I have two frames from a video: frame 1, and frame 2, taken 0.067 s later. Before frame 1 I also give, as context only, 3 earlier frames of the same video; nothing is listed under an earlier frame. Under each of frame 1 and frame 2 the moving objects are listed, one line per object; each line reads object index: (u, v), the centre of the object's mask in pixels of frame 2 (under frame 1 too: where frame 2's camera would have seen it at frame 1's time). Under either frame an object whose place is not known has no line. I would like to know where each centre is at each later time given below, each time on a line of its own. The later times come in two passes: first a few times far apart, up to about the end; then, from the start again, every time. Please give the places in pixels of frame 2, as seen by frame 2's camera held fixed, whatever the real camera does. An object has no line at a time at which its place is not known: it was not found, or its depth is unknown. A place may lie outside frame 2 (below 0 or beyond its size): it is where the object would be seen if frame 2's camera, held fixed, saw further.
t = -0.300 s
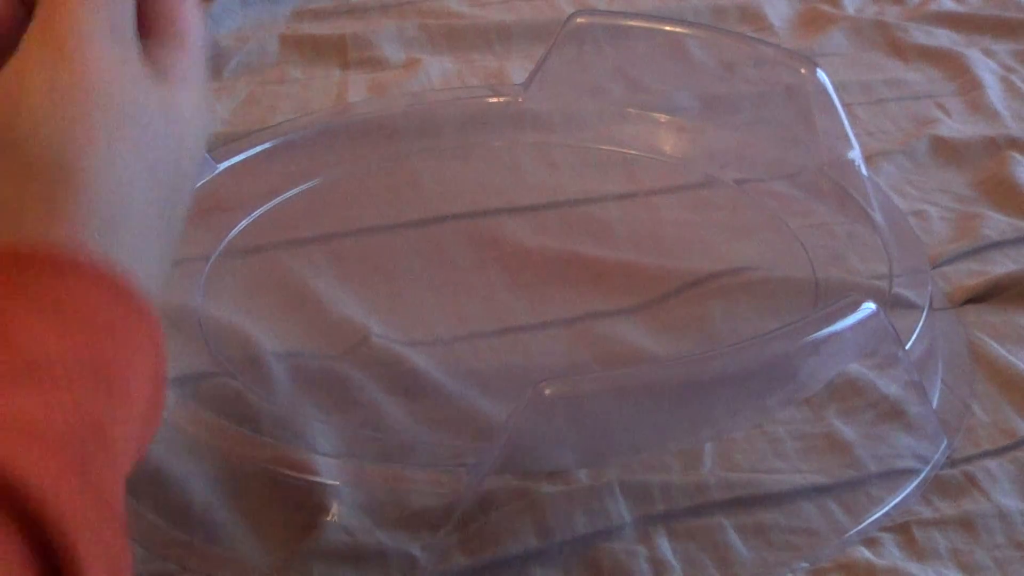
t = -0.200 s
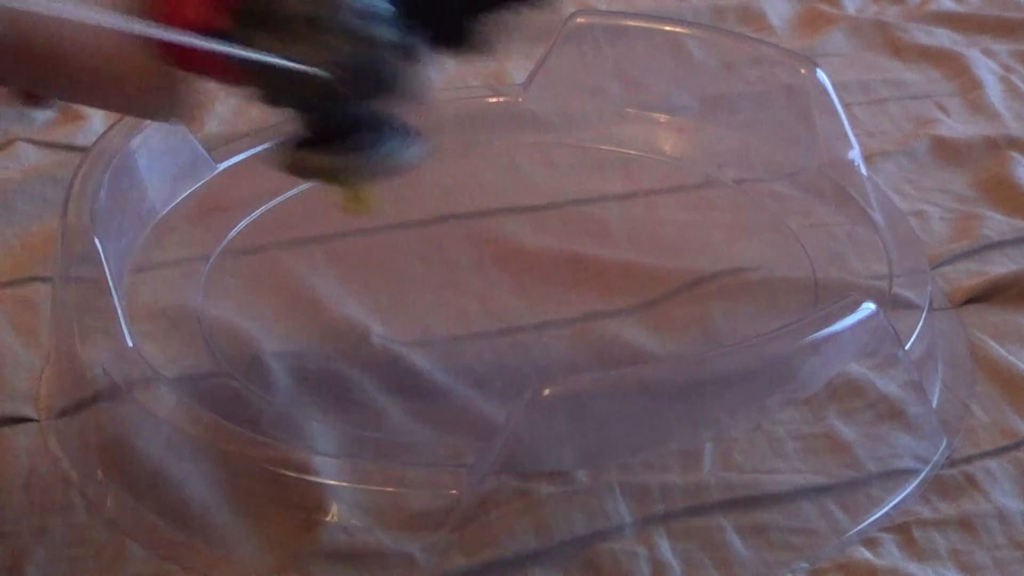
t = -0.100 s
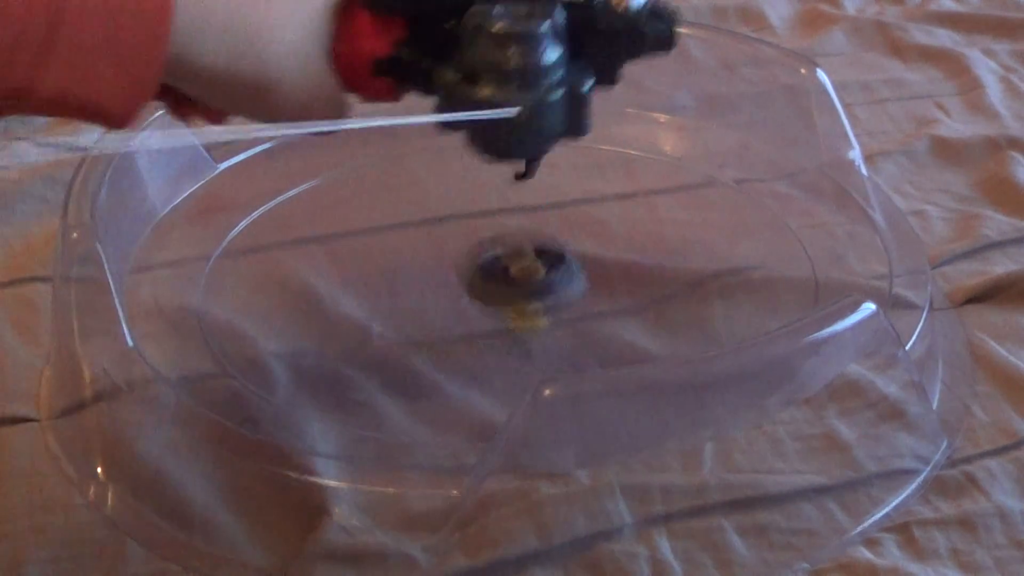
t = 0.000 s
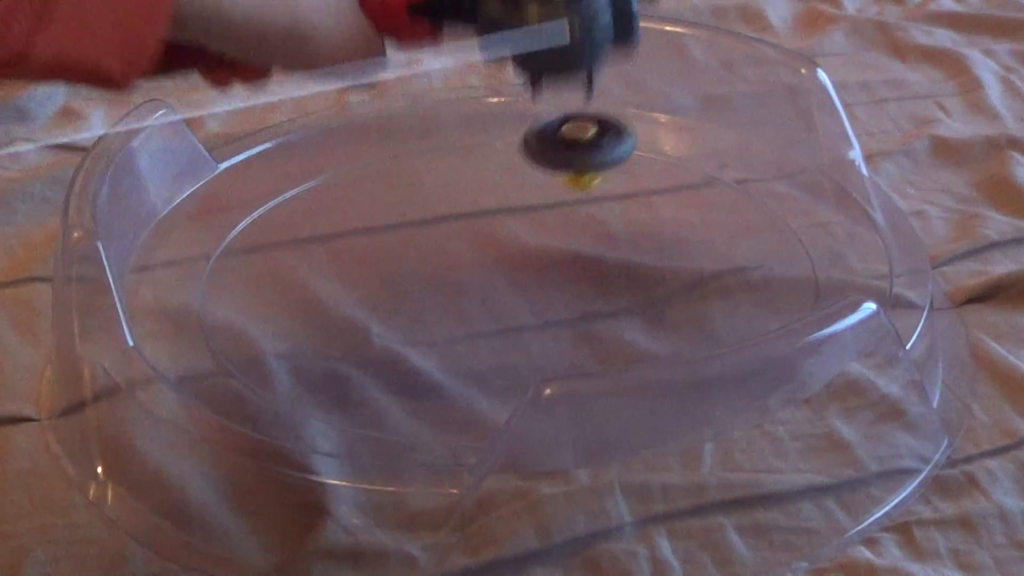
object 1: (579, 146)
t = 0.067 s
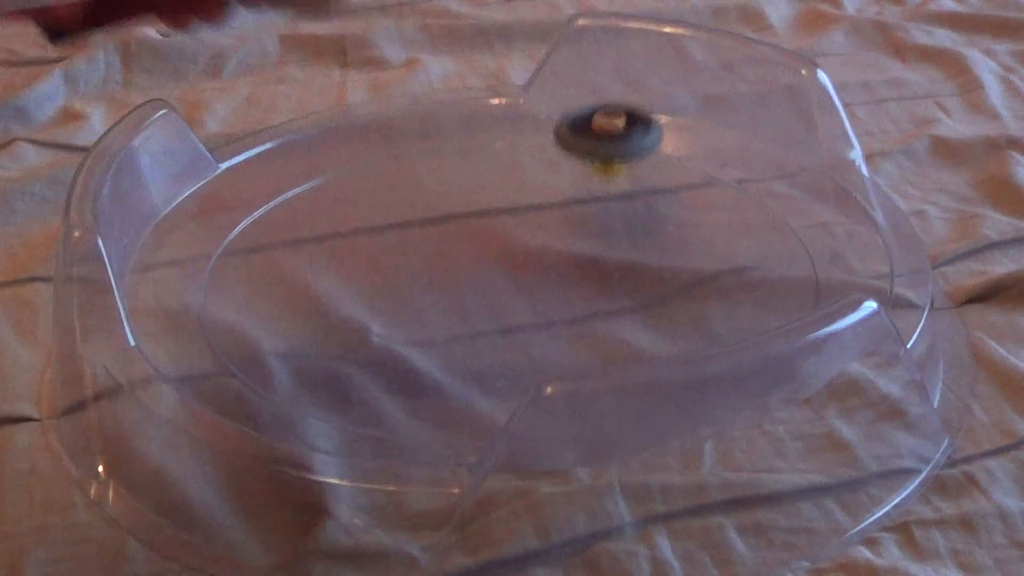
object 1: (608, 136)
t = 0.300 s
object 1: (533, 145)
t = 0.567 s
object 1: (434, 263)
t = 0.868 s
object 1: (565, 307)
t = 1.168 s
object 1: (598, 272)
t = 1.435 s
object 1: (545, 279)
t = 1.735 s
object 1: (549, 298)
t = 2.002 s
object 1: (546, 301)
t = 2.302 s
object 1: (541, 303)
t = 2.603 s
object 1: (524, 306)
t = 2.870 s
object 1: (504, 309)
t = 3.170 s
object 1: (495, 305)
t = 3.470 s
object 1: (478, 300)
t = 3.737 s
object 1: (482, 299)
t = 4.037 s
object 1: (476, 285)
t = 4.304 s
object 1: (477, 279)
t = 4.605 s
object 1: (479, 278)
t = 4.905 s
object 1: (501, 275)
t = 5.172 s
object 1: (516, 270)
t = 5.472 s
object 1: (532, 270)
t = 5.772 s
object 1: (540, 274)
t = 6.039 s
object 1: (551, 279)
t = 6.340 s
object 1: (549, 286)
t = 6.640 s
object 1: (542, 294)
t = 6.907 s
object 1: (537, 297)
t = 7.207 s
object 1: (534, 299)
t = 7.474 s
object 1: (523, 299)
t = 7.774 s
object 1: (506, 301)
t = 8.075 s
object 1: (491, 300)
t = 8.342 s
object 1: (488, 298)
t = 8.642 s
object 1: (486, 291)
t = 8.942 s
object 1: (491, 284)
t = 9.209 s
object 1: (491, 283)
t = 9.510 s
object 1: (500, 280)
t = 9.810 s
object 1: (518, 275)
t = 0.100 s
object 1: (607, 117)
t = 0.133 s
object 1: (601, 111)
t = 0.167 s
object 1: (590, 110)
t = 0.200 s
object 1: (576, 116)
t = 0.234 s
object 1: (561, 126)
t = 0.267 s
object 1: (547, 135)
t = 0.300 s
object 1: (533, 145)
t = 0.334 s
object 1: (517, 158)
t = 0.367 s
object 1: (498, 172)
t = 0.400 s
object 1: (480, 188)
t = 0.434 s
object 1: (462, 203)
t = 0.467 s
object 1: (448, 219)
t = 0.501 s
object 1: (438, 235)
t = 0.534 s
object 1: (433, 250)
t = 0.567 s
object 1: (434, 263)
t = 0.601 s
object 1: (438, 274)
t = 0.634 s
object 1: (447, 285)
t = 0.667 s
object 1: (459, 293)
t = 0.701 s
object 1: (474, 300)
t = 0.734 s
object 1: (491, 306)
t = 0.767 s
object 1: (510, 309)
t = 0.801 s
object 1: (529, 311)
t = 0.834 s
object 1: (548, 309)
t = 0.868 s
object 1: (565, 307)
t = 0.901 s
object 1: (581, 304)
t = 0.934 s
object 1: (594, 299)
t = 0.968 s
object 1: (604, 294)
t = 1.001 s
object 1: (610, 288)
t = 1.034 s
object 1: (612, 284)
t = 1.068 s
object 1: (611, 280)
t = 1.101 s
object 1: (608, 277)
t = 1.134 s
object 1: (604, 274)
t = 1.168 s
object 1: (598, 272)
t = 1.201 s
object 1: (591, 270)
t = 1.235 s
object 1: (584, 269)
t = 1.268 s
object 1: (576, 269)
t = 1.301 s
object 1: (567, 270)
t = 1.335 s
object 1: (559, 271)
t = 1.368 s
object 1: (553, 274)
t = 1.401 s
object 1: (548, 276)
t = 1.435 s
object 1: (545, 279)
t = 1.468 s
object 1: (544, 282)
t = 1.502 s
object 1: (543, 285)
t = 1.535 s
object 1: (544, 288)
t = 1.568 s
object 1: (546, 291)
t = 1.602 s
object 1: (547, 293)
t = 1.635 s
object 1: (548, 294)
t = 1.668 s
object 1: (549, 296)
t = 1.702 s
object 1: (549, 296)
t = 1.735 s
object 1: (549, 298)
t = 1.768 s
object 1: (549, 298)
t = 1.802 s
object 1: (549, 299)
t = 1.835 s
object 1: (548, 299)
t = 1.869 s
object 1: (547, 299)
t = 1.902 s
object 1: (547, 300)
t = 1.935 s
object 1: (547, 300)
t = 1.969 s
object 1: (546, 301)
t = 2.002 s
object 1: (546, 301)
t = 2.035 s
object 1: (546, 302)
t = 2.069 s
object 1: (545, 302)
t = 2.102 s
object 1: (545, 302)
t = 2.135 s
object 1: (544, 303)
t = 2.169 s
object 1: (544, 303)
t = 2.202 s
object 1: (544, 303)
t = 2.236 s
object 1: (543, 303)
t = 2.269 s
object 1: (542, 302)
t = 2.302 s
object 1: (541, 303)
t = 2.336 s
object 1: (539, 303)
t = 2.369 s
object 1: (537, 304)
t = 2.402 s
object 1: (536, 304)
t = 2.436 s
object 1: (534, 305)
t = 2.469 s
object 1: (533, 305)
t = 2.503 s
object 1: (531, 305)
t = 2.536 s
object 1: (529, 305)
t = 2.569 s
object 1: (526, 306)
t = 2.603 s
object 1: (524, 306)
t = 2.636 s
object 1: (521, 306)
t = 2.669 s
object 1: (518, 307)
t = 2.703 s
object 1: (516, 307)
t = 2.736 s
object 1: (512, 307)
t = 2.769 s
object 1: (510, 308)
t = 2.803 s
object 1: (508, 308)
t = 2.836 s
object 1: (506, 308)
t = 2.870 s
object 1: (504, 309)
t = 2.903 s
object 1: (503, 308)
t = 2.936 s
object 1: (502, 308)
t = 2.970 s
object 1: (502, 308)
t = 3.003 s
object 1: (501, 308)
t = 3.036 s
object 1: (500, 307)
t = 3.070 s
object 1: (499, 307)
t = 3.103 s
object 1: (498, 306)
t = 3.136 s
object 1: (497, 306)
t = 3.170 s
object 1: (495, 305)
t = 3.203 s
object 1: (494, 304)
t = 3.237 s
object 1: (493, 303)
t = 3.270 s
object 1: (491, 302)
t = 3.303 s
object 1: (490, 301)
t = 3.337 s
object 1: (487, 301)
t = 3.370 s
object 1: (485, 300)
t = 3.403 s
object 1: (482, 300)
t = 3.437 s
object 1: (480, 300)
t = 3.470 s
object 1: (478, 300)
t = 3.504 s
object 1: (477, 300)
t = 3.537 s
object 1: (477, 300)
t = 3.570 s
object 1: (478, 300)
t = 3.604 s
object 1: (479, 300)
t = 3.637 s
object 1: (480, 300)
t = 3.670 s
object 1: (481, 300)
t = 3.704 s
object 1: (482, 299)
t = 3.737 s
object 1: (482, 299)
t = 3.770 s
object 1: (482, 298)
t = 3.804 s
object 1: (481, 297)
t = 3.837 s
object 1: (480, 296)
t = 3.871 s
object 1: (479, 294)
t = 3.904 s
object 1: (478, 292)
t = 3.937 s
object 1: (478, 290)
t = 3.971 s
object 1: (477, 288)
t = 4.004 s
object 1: (477, 286)
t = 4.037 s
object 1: (476, 285)
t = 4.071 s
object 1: (476, 284)
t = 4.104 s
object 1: (477, 283)
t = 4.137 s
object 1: (477, 282)
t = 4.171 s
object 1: (477, 281)
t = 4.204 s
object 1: (478, 281)
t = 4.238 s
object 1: (478, 280)
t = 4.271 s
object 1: (478, 279)
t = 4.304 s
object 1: (477, 279)
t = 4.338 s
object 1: (477, 278)
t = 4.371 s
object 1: (477, 278)
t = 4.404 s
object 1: (478, 279)
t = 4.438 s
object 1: (478, 279)
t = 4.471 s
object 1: (477, 279)
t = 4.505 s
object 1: (478, 279)
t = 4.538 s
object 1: (478, 278)
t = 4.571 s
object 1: (479, 279)
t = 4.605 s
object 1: (479, 278)
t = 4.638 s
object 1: (480, 278)
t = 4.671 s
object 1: (482, 279)
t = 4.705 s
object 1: (485, 278)
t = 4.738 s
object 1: (487, 278)
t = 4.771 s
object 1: (490, 278)
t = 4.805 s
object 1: (492, 278)
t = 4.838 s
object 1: (495, 277)
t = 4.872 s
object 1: (498, 276)
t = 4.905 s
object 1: (501, 275)
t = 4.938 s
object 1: (504, 274)
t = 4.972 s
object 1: (506, 274)
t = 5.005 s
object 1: (508, 273)
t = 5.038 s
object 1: (510, 272)
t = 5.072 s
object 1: (511, 272)
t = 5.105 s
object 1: (512, 271)
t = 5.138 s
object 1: (514, 271)
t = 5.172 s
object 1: (516, 270)
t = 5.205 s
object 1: (518, 270)
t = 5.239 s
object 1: (520, 269)
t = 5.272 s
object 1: (522, 270)
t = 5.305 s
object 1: (523, 270)
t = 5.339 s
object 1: (525, 270)
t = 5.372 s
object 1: (528, 270)
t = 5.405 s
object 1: (530, 270)
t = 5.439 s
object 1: (531, 269)
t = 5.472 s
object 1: (532, 270)
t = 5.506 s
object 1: (532, 270)
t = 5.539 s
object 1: (533, 269)
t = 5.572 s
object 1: (534, 270)
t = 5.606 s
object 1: (534, 270)
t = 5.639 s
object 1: (535, 271)
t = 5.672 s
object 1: (536, 271)
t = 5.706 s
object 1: (537, 272)
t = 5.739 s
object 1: (538, 273)
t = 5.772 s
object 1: (540, 274)
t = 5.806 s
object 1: (541, 275)
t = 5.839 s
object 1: (543, 276)
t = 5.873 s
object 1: (544, 277)
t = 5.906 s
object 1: (546, 279)
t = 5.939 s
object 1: (548, 279)
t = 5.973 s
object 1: (550, 279)
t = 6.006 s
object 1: (551, 279)
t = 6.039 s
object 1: (551, 279)
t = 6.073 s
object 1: (551, 280)
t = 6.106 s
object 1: (551, 280)
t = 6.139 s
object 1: (550, 281)
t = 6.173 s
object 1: (550, 281)
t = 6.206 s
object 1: (551, 282)
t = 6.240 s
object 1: (551, 283)
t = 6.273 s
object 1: (550, 284)
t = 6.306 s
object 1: (549, 285)
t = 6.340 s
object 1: (549, 286)
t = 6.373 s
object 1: (548, 287)
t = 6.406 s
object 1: (548, 288)
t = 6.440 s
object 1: (548, 289)
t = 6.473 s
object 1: (548, 290)
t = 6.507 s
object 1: (547, 291)
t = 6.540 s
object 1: (546, 292)
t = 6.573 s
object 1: (545, 293)
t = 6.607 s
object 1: (544, 293)
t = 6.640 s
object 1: (542, 294)
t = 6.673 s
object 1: (540, 296)
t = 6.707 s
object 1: (537, 297)
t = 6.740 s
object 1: (535, 297)
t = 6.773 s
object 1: (535, 296)
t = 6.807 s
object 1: (537, 297)
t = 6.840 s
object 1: (539, 296)
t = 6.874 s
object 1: (539, 297)
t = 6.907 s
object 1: (537, 297)
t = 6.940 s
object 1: (534, 297)
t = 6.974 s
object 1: (533, 298)
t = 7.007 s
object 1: (533, 298)
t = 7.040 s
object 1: (533, 298)
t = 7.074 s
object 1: (533, 299)
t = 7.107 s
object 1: (534, 299)
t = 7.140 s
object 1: (534, 299)
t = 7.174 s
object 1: (534, 299)
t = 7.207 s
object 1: (534, 299)
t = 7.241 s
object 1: (533, 299)
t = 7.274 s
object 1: (533, 299)
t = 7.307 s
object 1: (532, 299)
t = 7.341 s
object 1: (531, 299)
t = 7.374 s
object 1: (530, 299)
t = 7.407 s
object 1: (528, 299)
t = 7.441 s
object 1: (525, 299)
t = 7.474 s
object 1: (523, 299)
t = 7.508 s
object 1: (521, 300)
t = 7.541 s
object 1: (519, 300)
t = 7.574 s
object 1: (518, 300)
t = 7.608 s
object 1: (516, 300)
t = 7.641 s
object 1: (514, 300)
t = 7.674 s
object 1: (512, 301)
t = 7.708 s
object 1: (510, 300)
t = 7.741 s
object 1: (508, 301)
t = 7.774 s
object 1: (506, 301)
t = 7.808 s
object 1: (504, 301)
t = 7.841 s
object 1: (502, 301)
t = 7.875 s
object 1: (500, 301)
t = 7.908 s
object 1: (497, 301)
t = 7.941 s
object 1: (494, 301)
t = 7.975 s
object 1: (493, 301)
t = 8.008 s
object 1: (492, 301)
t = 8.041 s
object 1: (491, 300)
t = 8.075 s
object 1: (491, 300)
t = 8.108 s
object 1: (490, 300)
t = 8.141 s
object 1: (490, 300)
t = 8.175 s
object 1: (489, 300)
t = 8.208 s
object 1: (489, 299)
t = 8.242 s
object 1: (489, 299)
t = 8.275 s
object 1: (489, 298)
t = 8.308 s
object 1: (488, 298)
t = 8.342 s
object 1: (488, 298)
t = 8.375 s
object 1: (488, 297)
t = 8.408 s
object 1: (488, 296)
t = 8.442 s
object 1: (488, 296)
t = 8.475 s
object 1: (488, 295)
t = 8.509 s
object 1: (487, 295)
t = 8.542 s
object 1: (487, 293)
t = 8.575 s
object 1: (487, 293)
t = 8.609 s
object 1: (486, 292)
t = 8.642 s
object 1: (486, 291)
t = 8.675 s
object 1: (485, 290)
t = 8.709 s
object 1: (486, 289)
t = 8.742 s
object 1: (486, 287)
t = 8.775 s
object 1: (487, 287)
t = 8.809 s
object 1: (488, 286)
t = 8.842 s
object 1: (489, 285)
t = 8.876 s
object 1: (490, 285)
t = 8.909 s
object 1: (490, 285)
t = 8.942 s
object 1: (491, 284)
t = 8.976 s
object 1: (491, 284)
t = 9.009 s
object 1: (492, 284)
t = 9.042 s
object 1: (492, 283)
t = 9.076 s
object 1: (492, 283)
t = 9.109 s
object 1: (491, 283)
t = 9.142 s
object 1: (491, 283)
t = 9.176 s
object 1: (491, 283)
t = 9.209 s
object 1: (491, 283)
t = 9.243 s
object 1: (492, 283)
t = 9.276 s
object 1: (492, 283)
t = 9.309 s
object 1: (492, 283)
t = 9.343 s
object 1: (493, 282)
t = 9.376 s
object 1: (493, 282)
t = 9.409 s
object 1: (494, 282)
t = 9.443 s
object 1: (496, 281)
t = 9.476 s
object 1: (498, 281)
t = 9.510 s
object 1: (500, 280)
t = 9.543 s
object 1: (502, 280)
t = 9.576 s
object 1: (505, 279)
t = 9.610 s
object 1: (507, 278)
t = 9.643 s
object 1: (509, 278)
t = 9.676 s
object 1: (511, 277)
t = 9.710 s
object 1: (513, 277)
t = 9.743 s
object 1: (515, 276)
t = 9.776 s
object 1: (516, 276)
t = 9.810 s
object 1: (518, 275)
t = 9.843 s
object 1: (519, 275)
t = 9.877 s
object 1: (520, 275)
